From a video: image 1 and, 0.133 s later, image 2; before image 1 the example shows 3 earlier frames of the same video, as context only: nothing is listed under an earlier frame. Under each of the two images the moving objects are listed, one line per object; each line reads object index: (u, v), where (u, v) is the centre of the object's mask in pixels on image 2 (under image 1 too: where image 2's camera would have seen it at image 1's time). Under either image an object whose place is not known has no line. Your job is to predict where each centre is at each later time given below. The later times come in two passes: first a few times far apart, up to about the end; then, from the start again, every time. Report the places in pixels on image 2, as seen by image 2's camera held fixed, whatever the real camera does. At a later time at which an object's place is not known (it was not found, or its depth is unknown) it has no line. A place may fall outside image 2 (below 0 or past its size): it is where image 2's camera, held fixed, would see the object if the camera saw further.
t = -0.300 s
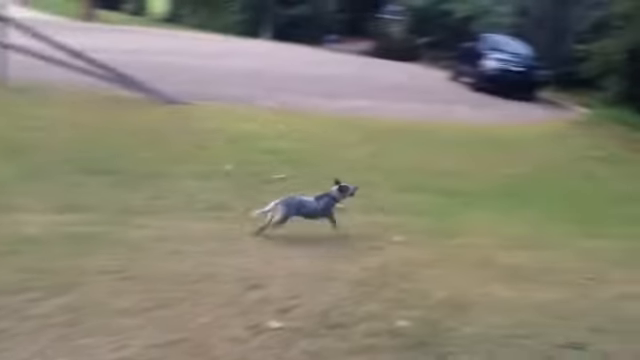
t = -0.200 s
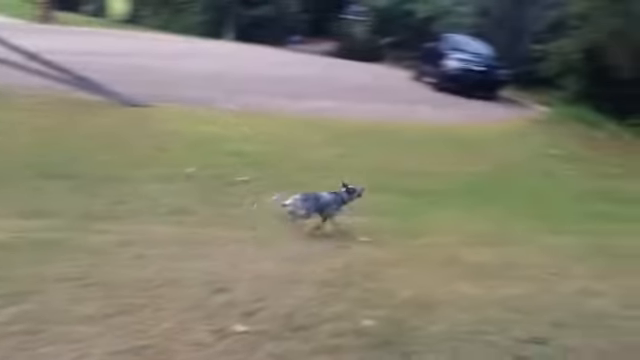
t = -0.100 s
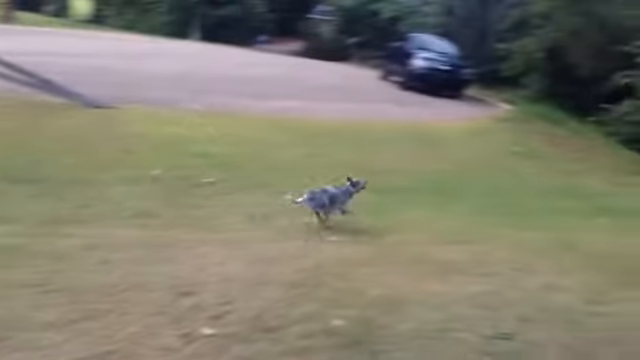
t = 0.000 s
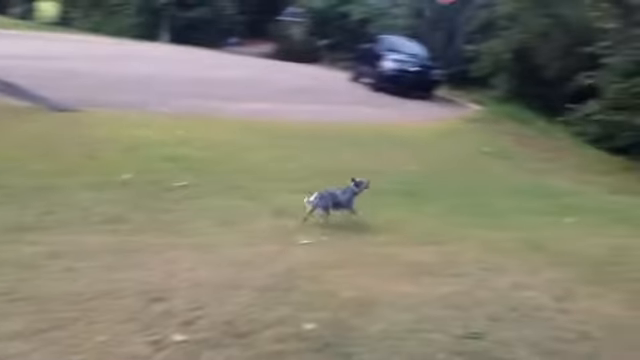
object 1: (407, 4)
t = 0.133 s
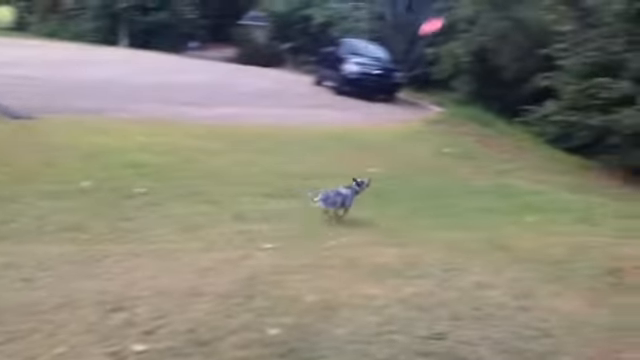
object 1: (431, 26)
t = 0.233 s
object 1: (442, 49)
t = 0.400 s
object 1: (455, 88)
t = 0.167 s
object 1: (435, 33)
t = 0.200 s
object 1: (439, 41)
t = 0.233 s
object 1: (442, 49)
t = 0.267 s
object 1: (444, 57)
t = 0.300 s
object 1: (447, 64)
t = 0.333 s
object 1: (448, 72)
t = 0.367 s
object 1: (452, 80)
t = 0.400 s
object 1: (455, 88)
